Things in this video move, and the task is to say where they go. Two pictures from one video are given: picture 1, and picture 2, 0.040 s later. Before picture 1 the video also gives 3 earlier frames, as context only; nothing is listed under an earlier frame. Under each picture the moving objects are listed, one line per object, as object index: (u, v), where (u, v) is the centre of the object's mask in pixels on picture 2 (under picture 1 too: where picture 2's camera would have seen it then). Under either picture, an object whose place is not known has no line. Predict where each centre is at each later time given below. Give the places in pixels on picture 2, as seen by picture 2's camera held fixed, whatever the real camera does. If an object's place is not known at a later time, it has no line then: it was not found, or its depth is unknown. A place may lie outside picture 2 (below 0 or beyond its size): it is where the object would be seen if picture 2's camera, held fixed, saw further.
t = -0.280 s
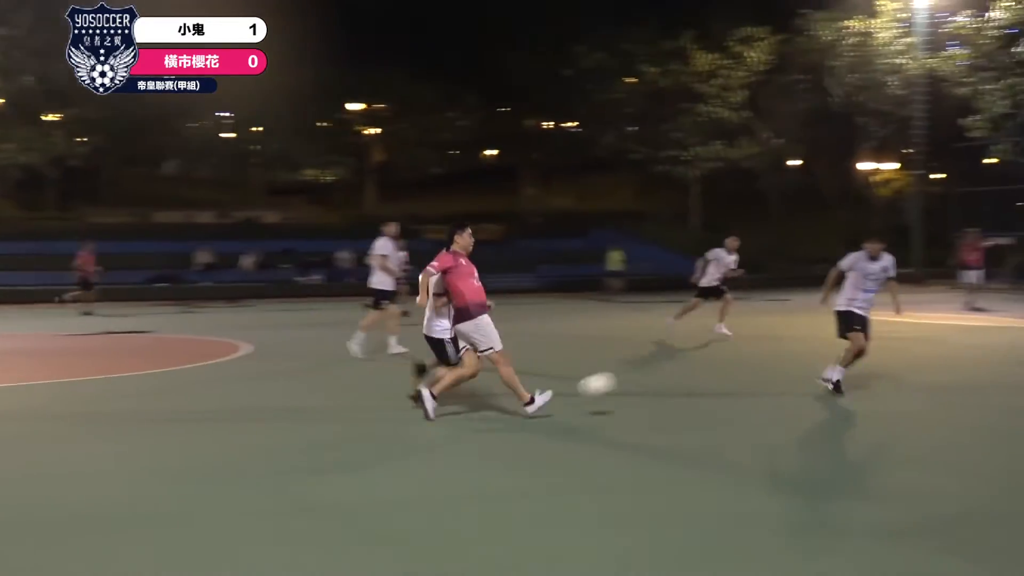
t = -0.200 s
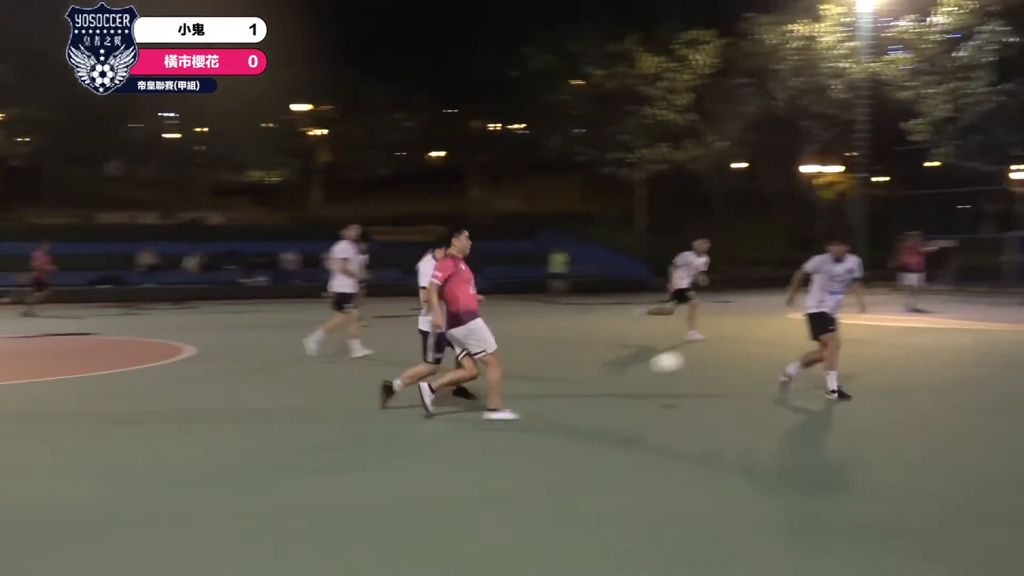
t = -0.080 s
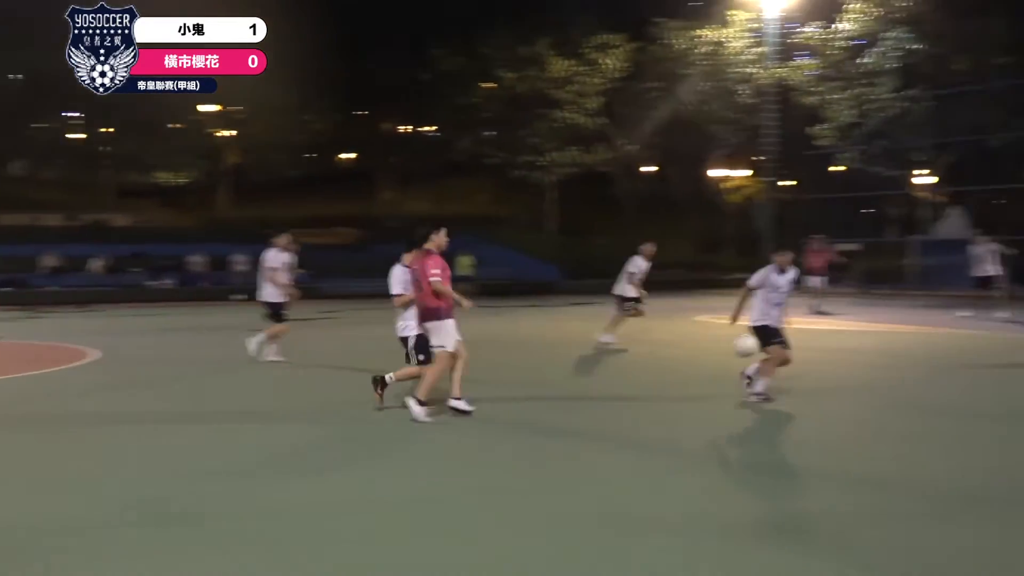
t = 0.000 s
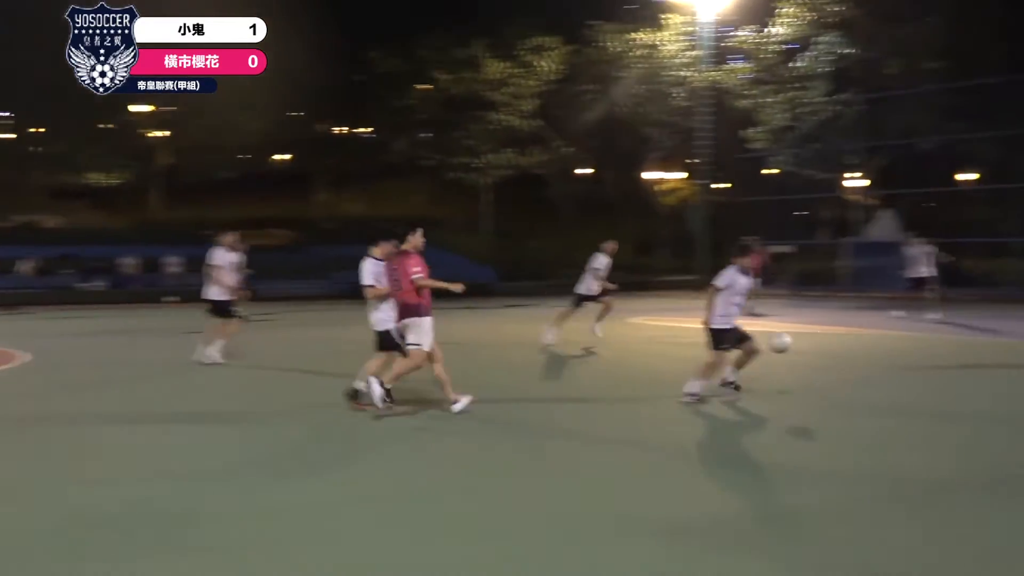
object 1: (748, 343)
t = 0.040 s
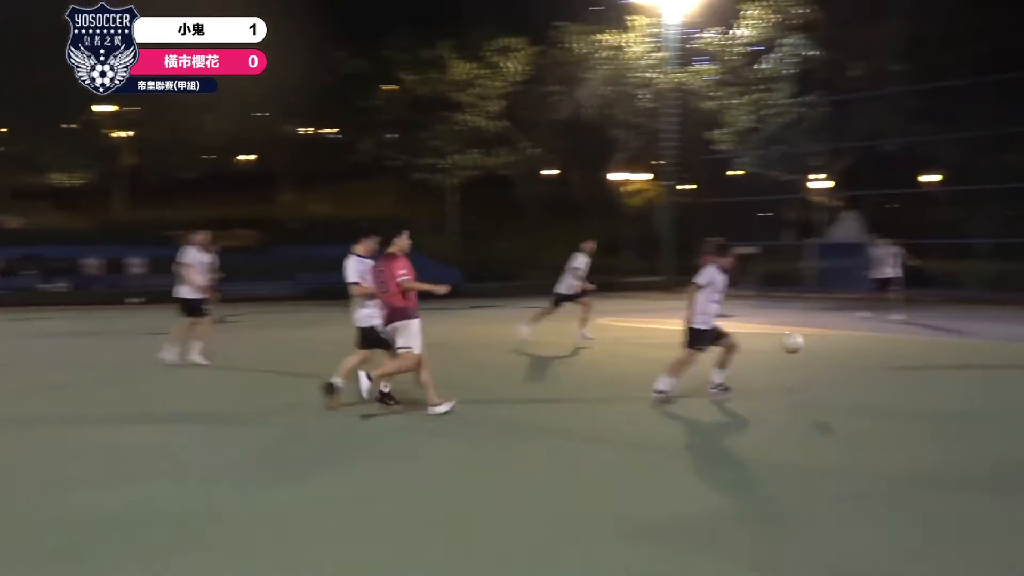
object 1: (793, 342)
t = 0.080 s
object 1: (836, 345)
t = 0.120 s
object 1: (878, 349)
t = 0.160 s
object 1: (920, 355)
